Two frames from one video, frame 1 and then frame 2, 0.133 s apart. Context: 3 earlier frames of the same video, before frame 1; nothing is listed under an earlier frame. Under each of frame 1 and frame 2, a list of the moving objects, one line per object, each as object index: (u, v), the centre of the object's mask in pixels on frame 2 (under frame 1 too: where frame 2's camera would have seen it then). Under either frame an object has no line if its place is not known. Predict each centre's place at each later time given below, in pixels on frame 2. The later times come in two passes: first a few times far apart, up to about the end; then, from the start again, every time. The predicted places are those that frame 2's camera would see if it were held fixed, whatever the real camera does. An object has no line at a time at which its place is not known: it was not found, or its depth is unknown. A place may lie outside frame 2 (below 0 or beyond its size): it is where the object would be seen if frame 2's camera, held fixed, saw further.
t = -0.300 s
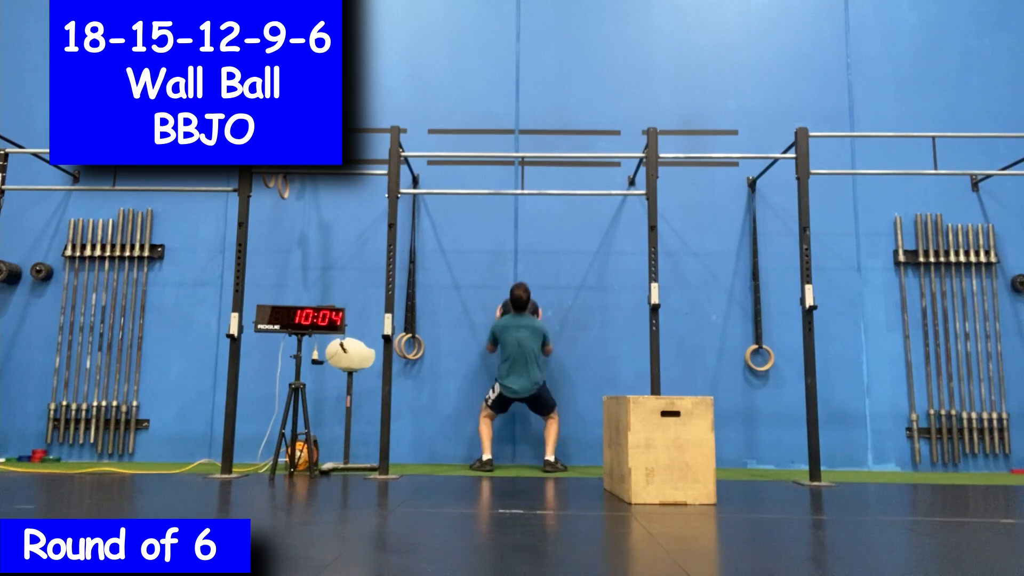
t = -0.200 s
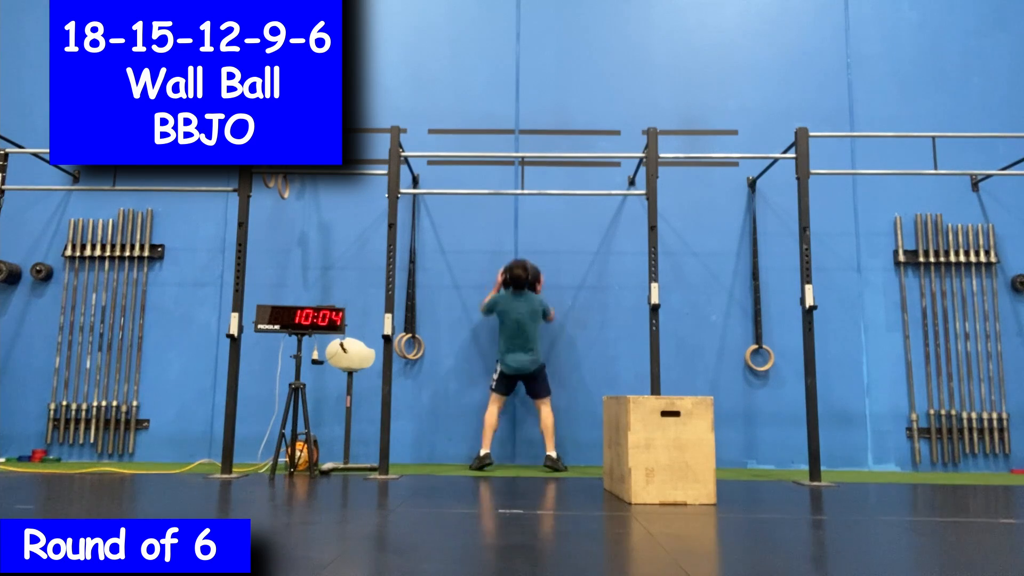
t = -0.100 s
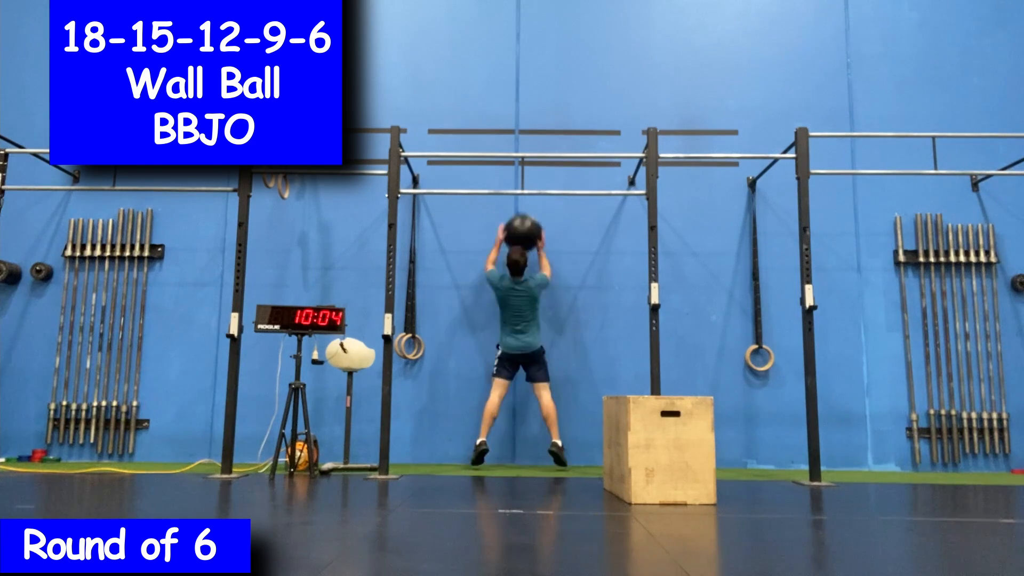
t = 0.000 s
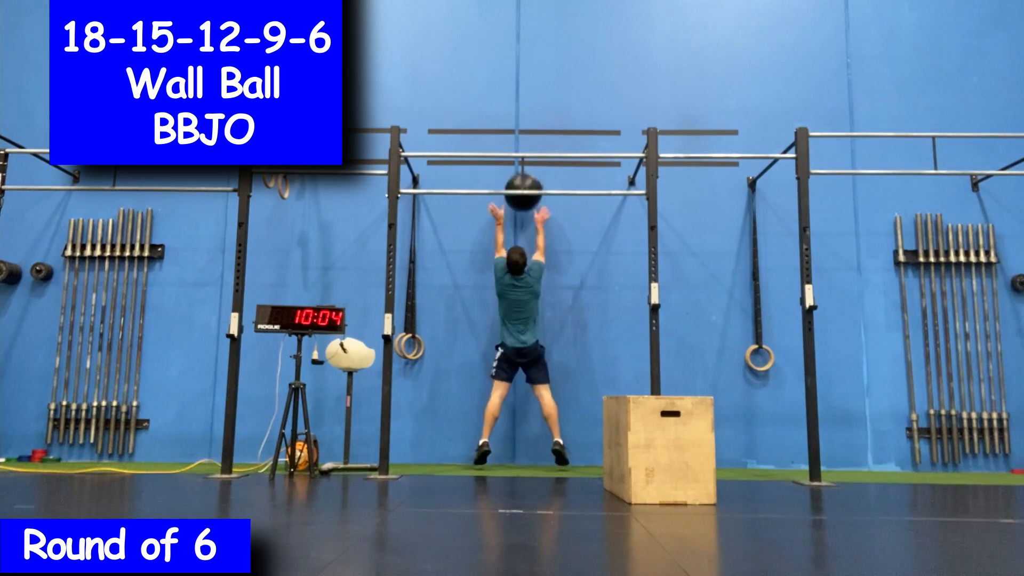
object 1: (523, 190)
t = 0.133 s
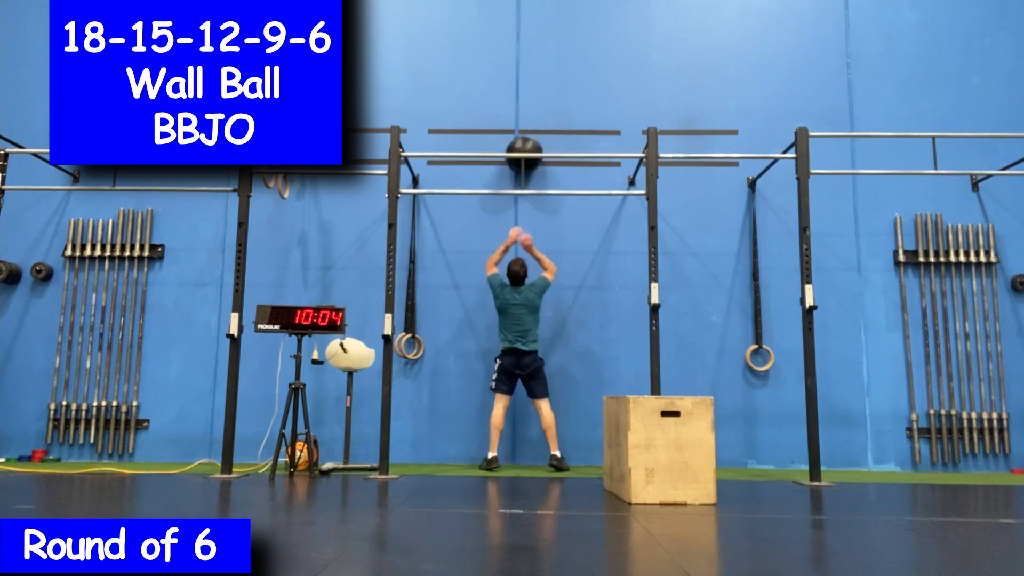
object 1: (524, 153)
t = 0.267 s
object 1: (524, 137)
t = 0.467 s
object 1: (523, 148)
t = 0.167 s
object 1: (524, 143)
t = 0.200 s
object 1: (524, 140)
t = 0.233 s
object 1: (524, 138)
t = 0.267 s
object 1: (524, 137)
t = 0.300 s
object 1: (524, 136)
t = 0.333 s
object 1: (523, 136)
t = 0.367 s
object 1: (523, 137)
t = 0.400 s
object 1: (523, 138)
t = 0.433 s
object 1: (523, 140)
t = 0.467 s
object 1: (523, 148)
